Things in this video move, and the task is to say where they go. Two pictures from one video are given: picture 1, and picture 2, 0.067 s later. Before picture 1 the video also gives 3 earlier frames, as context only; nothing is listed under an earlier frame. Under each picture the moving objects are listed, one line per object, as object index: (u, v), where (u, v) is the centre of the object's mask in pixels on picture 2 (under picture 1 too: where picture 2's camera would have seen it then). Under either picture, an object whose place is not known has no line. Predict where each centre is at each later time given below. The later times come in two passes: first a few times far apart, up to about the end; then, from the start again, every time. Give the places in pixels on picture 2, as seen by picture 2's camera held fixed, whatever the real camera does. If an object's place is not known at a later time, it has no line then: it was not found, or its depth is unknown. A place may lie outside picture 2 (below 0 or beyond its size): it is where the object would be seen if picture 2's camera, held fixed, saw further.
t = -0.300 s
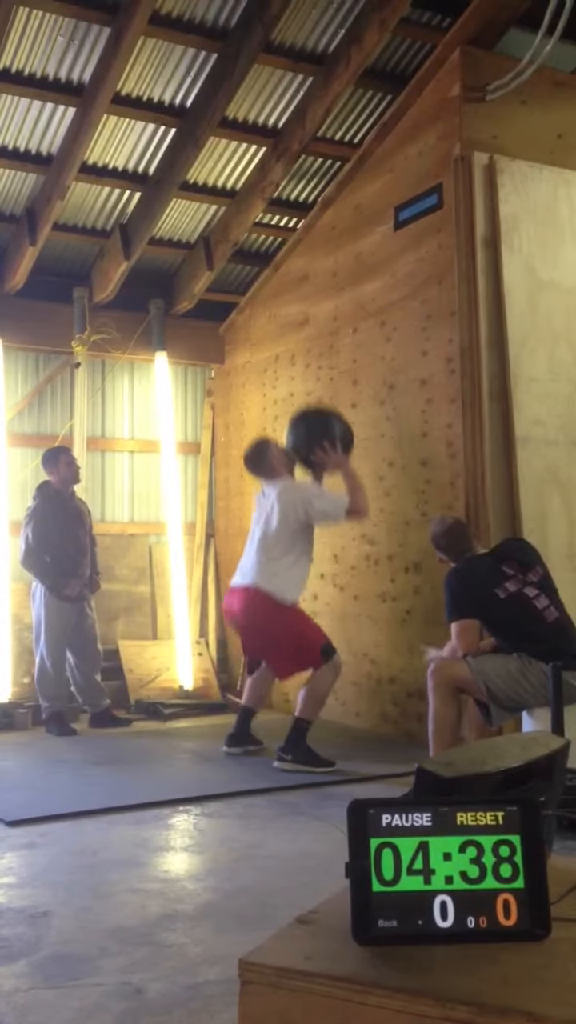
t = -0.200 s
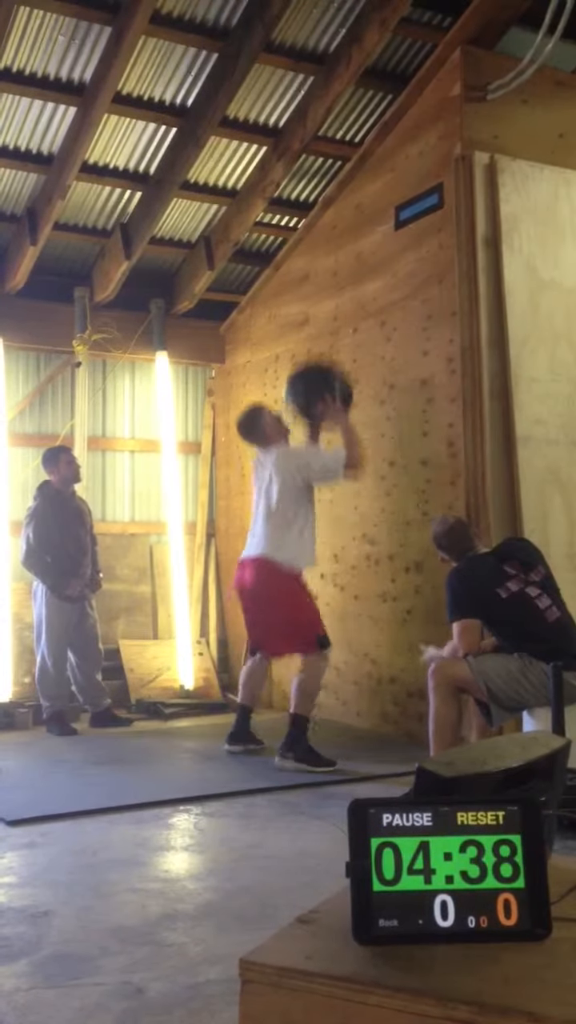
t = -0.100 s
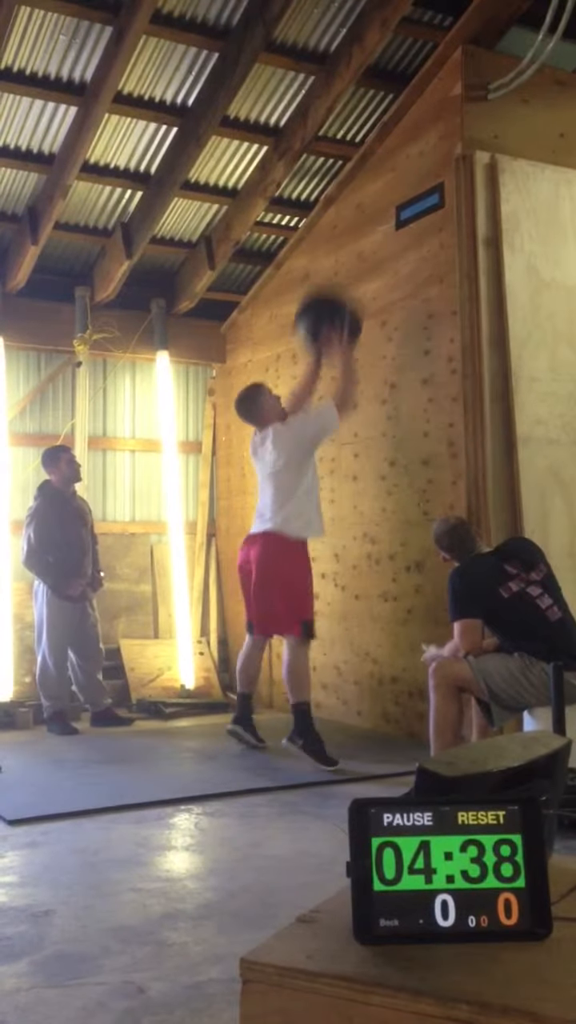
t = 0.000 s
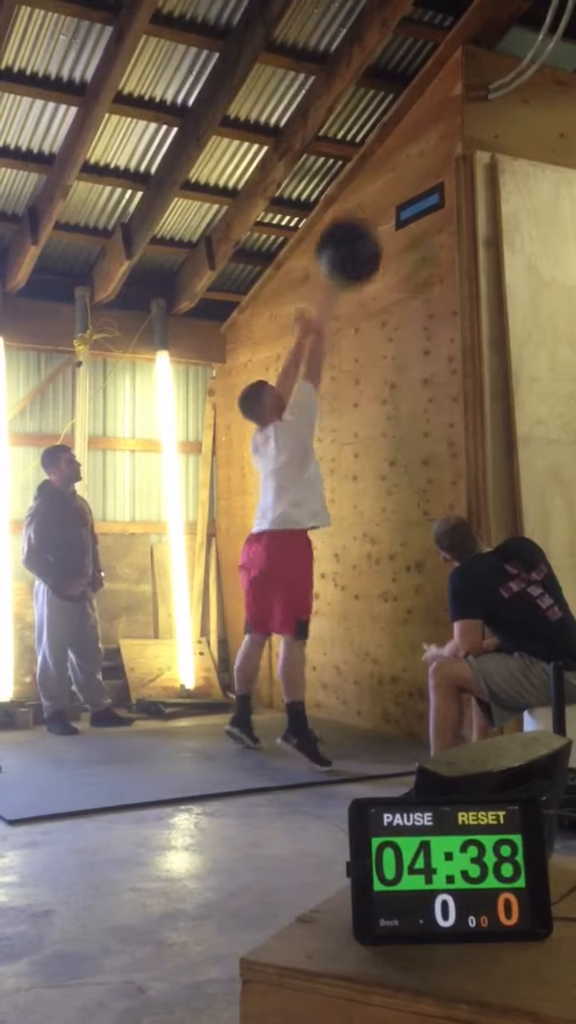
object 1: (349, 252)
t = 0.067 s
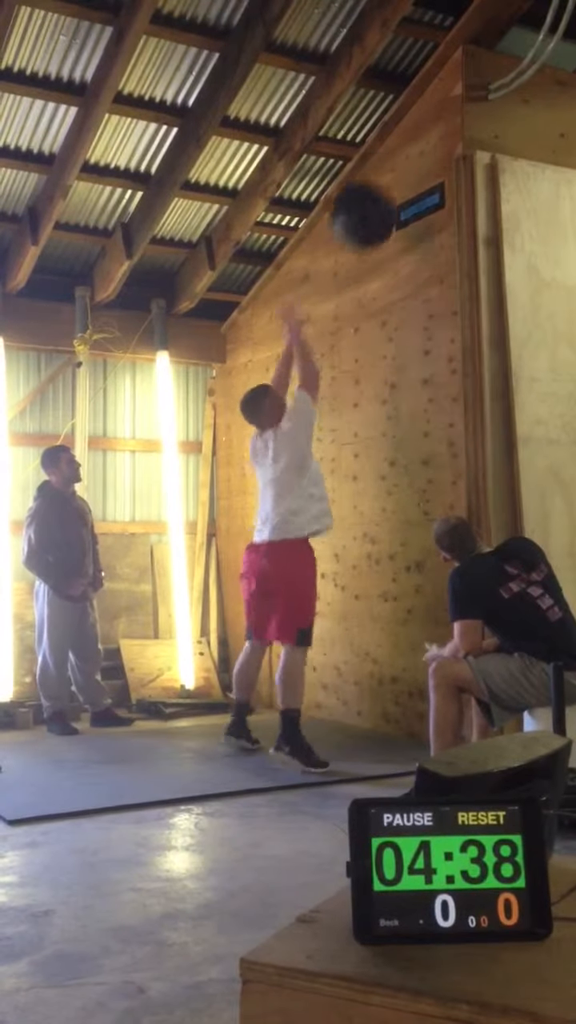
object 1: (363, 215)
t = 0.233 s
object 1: (401, 160)
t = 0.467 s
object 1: (378, 164)
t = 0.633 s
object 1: (360, 228)
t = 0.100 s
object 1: (369, 201)
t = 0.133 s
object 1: (376, 188)
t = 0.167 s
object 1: (384, 177)
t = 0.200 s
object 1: (396, 166)
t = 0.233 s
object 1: (401, 160)
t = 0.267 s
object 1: (404, 156)
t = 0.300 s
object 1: (401, 153)
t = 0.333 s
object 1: (399, 151)
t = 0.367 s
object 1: (389, 152)
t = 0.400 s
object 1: (386, 154)
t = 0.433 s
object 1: (382, 158)
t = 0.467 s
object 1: (378, 164)
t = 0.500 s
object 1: (375, 173)
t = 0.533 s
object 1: (371, 183)
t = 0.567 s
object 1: (367, 197)
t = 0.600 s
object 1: (363, 210)
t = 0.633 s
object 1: (360, 228)
